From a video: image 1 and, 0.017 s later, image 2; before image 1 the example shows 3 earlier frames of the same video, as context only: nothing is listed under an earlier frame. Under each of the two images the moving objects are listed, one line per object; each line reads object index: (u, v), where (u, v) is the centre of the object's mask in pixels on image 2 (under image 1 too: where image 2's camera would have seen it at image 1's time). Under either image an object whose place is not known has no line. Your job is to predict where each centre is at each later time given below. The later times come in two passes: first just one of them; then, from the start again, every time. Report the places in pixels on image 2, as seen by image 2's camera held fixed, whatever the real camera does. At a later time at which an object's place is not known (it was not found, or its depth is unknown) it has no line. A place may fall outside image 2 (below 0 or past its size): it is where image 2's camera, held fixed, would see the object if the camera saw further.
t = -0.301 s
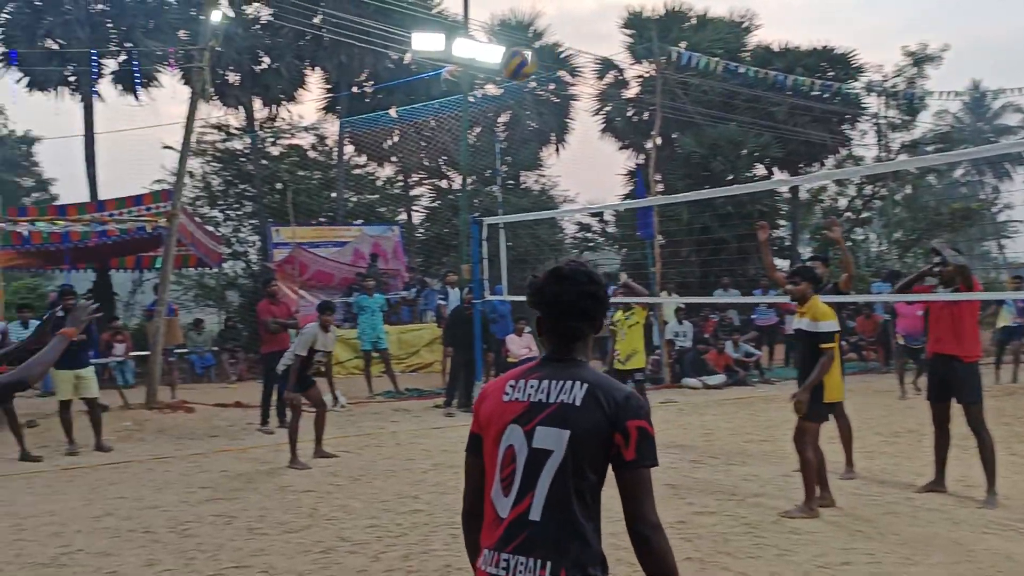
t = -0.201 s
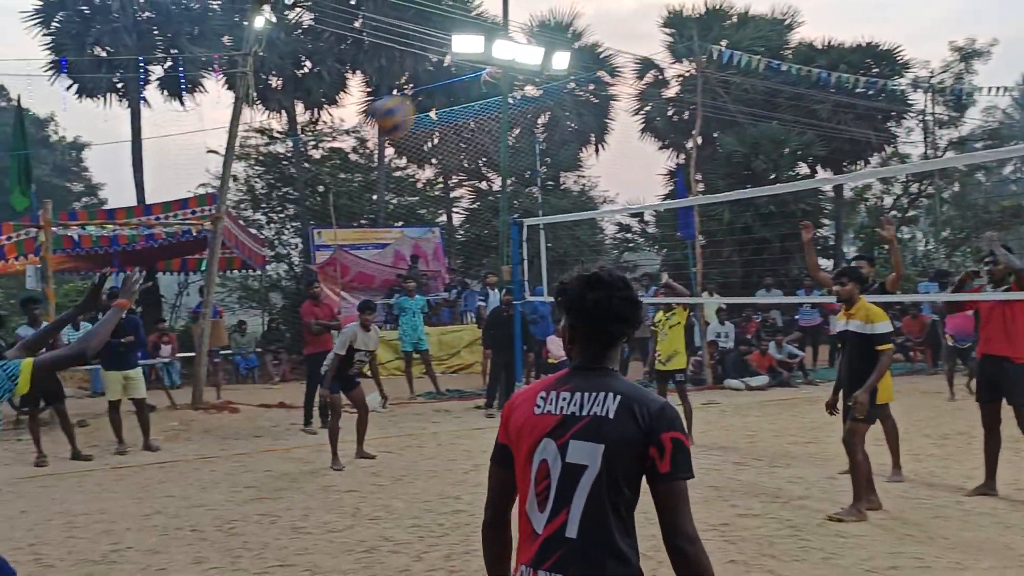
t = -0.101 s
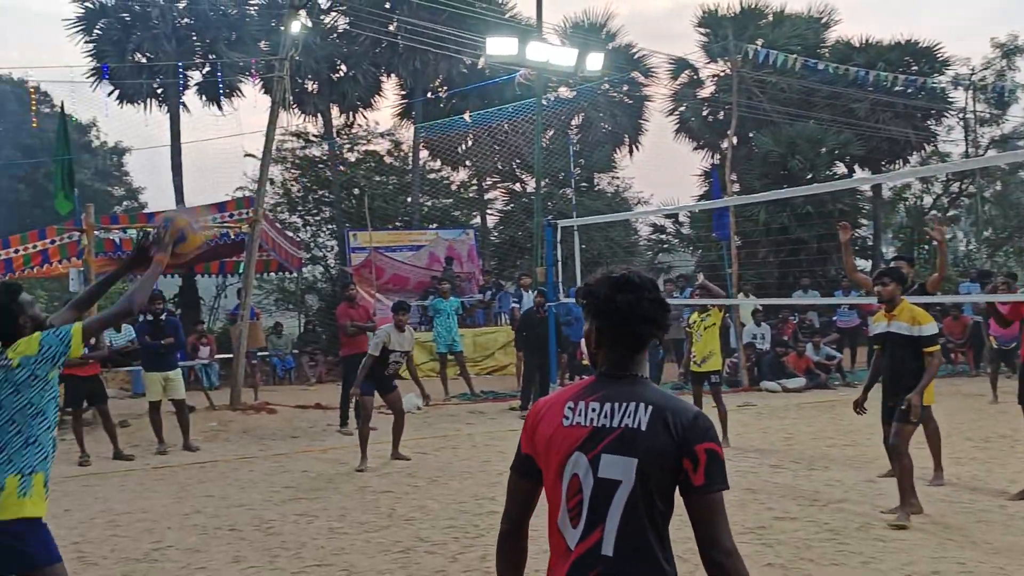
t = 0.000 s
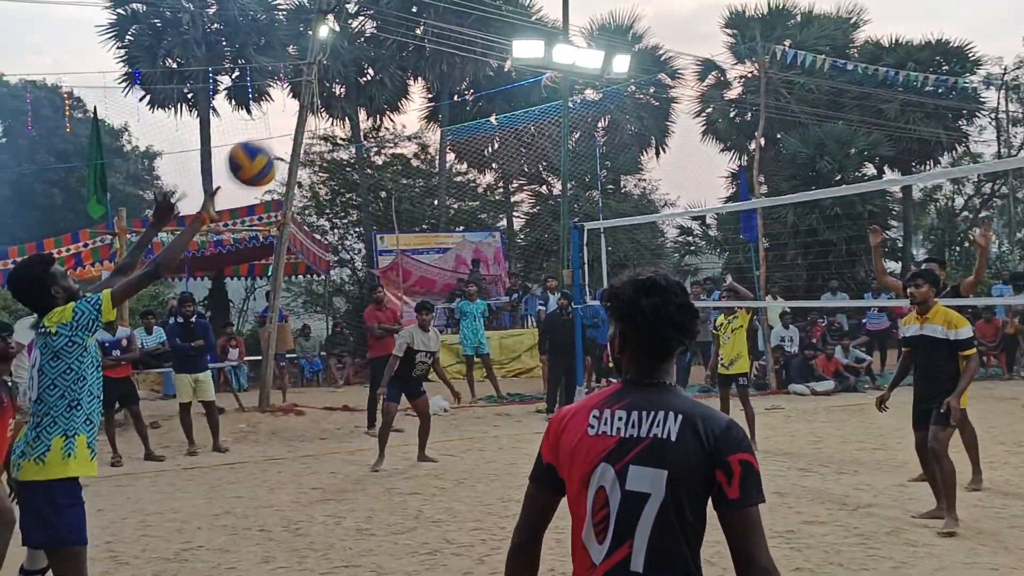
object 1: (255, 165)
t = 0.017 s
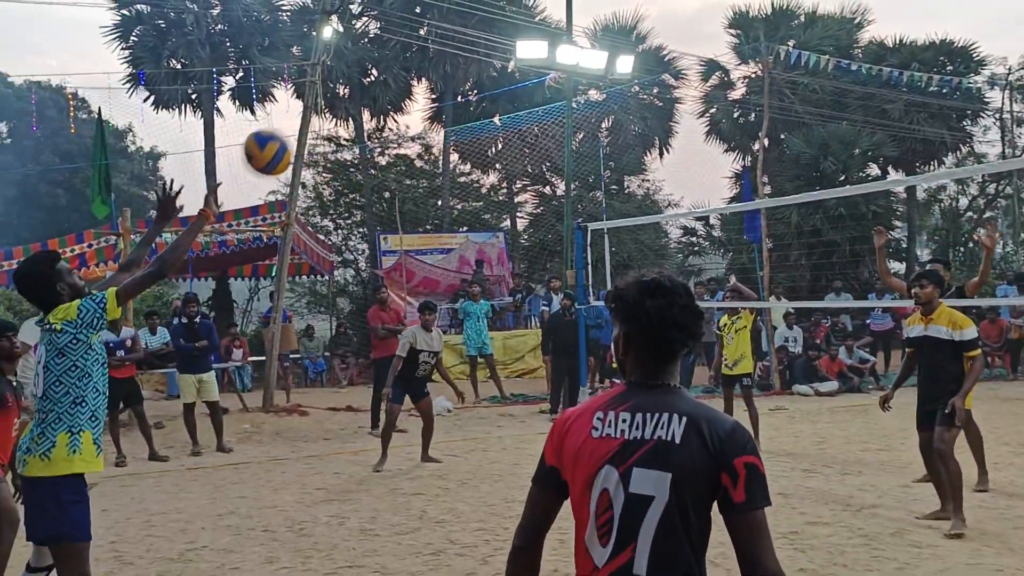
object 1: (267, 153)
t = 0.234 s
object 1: (411, 57)
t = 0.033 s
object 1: (280, 141)
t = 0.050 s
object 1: (290, 131)
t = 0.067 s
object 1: (302, 119)
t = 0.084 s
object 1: (315, 110)
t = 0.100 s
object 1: (325, 101)
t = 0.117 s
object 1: (336, 94)
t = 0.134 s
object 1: (345, 89)
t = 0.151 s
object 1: (358, 80)
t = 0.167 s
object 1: (368, 74)
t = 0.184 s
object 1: (380, 70)
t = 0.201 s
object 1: (390, 65)
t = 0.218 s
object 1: (400, 61)
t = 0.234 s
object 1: (411, 57)
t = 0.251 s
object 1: (420, 54)
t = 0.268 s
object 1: (430, 52)
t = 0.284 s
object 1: (441, 50)
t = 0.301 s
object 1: (450, 50)
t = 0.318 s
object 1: (461, 49)
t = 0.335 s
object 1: (471, 48)
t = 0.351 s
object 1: (480, 49)
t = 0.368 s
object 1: (490, 51)
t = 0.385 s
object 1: (499, 52)
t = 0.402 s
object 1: (508, 54)
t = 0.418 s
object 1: (518, 57)
